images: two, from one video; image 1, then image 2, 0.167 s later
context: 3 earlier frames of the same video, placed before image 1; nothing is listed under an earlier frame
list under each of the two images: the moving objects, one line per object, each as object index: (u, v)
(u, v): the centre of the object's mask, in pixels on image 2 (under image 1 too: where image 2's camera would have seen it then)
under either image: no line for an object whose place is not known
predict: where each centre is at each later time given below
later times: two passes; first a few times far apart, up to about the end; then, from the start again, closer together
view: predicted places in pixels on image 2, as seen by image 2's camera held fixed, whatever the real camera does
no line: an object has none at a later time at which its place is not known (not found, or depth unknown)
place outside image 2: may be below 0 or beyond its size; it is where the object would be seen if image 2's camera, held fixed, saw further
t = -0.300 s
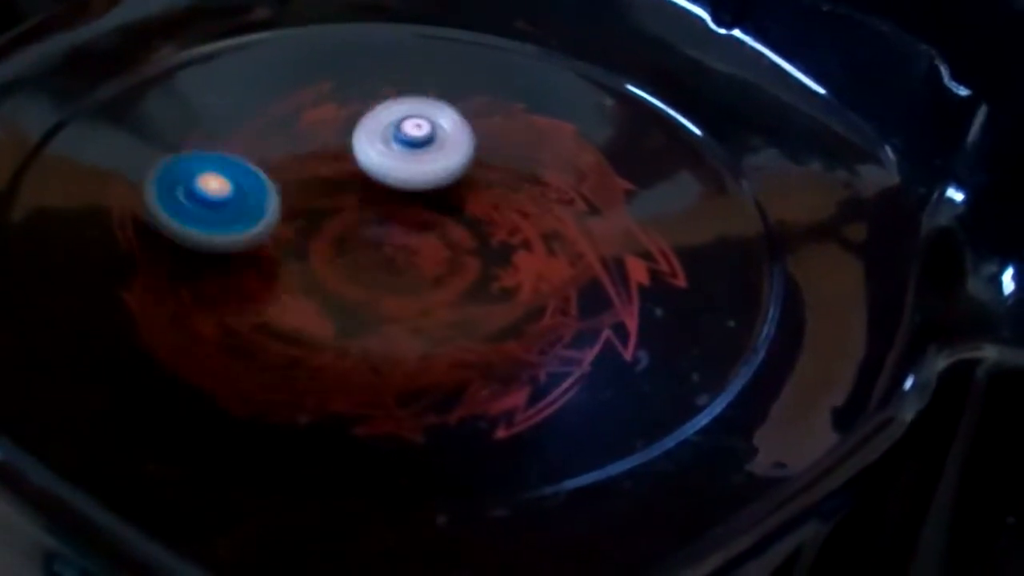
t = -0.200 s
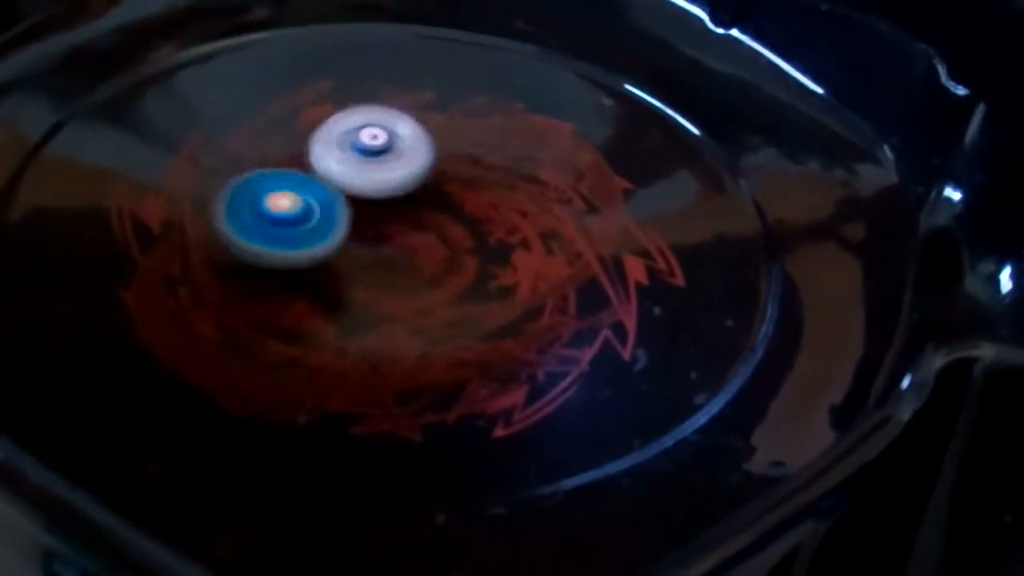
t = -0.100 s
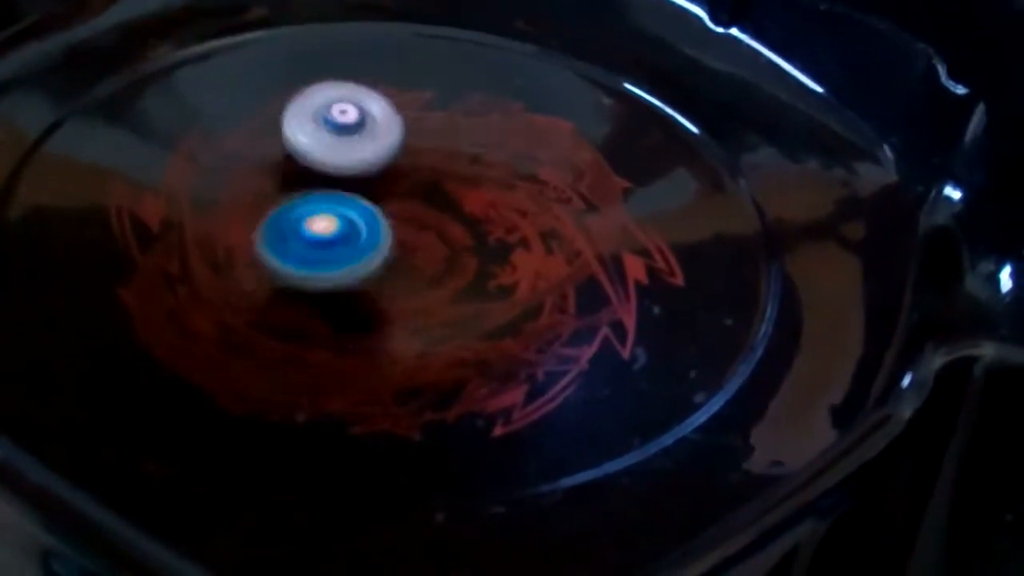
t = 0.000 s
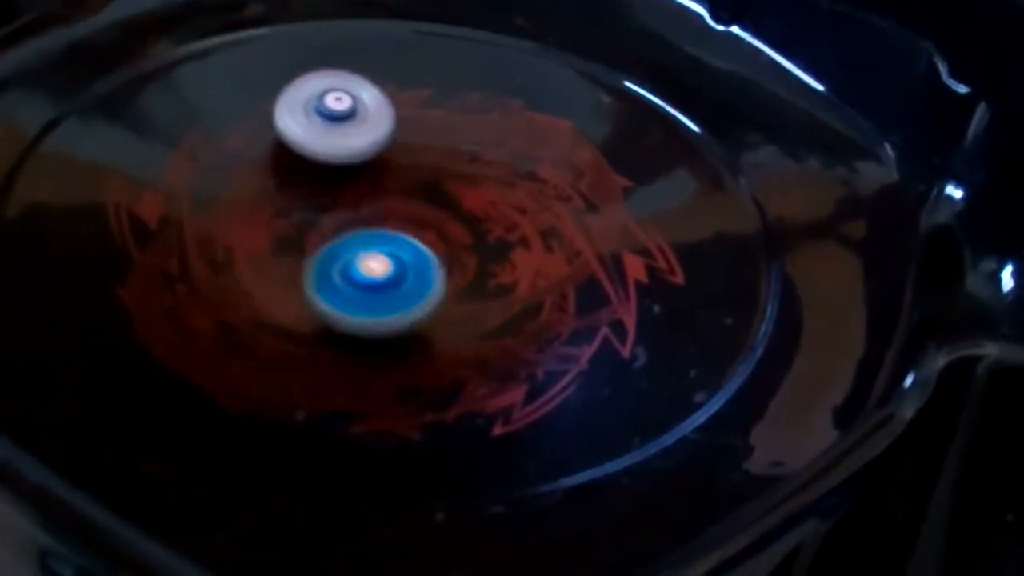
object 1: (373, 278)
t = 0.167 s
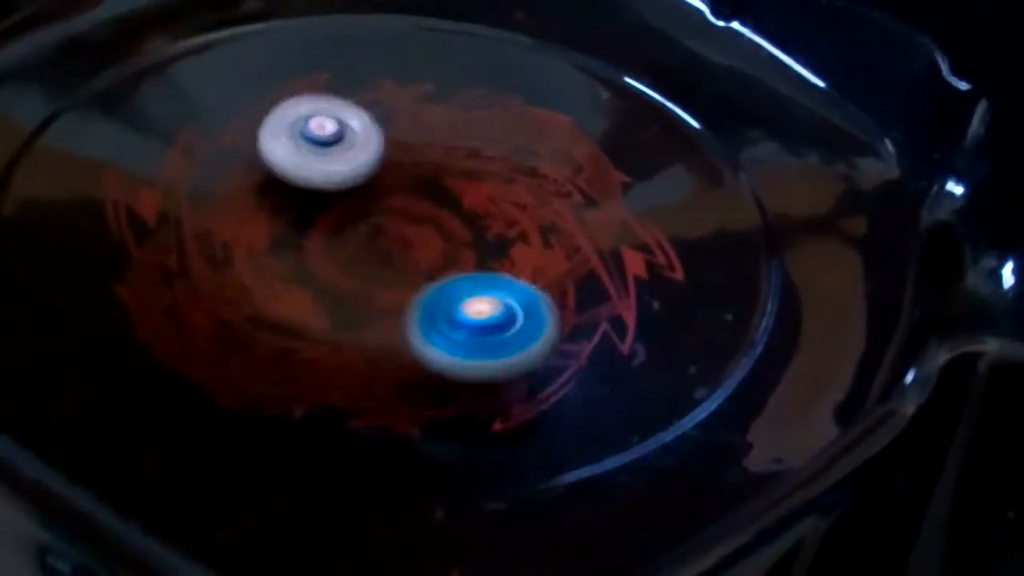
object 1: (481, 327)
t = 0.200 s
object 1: (509, 325)
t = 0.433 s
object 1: (586, 231)
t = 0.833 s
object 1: (442, 199)
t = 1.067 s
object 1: (553, 178)
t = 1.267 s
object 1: (473, 131)
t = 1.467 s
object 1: (416, 179)
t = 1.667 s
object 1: (418, 251)
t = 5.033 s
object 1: (380, 154)
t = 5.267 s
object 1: (397, 116)
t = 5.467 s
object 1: (293, 95)
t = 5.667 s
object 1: (226, 148)
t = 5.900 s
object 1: (215, 184)
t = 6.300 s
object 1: (278, 236)
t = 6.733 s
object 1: (256, 141)
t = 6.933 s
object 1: (254, 181)
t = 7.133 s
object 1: (329, 177)
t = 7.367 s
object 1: (390, 157)
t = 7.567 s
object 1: (402, 131)
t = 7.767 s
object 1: (341, 123)
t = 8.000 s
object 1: (323, 160)
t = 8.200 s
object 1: (250, 177)
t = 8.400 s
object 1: (191, 219)
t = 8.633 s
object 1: (271, 275)
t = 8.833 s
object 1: (319, 252)
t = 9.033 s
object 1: (247, 241)
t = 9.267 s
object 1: (269, 266)
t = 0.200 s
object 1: (509, 325)
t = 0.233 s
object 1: (536, 319)
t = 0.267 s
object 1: (561, 308)
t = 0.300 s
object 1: (579, 295)
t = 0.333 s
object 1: (592, 279)
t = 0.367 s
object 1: (597, 262)
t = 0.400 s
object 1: (594, 246)
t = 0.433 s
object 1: (586, 231)
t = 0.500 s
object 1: (550, 207)
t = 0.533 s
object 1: (529, 199)
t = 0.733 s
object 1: (391, 196)
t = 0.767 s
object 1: (409, 192)
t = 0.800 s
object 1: (430, 196)
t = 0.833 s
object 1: (442, 199)
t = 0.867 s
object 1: (456, 198)
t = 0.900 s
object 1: (473, 197)
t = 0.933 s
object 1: (492, 196)
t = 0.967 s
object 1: (512, 195)
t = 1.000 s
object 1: (531, 192)
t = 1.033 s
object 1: (546, 186)
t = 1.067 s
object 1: (553, 178)
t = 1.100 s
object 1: (553, 166)
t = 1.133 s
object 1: (546, 155)
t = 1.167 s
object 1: (534, 144)
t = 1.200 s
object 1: (516, 136)
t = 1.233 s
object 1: (495, 131)
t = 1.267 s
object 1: (473, 131)
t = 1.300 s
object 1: (454, 134)
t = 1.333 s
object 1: (438, 140)
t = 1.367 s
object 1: (430, 147)
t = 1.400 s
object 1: (424, 158)
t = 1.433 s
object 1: (419, 168)
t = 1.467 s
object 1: (416, 179)
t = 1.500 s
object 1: (413, 190)
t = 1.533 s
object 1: (412, 202)
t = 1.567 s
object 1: (412, 214)
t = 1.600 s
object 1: (414, 227)
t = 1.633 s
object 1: (416, 240)
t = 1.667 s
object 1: (418, 251)
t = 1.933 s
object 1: (271, 193)
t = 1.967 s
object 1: (250, 189)
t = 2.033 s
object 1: (214, 190)
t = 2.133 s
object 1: (191, 222)
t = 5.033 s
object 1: (380, 154)
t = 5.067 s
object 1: (397, 155)
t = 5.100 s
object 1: (413, 157)
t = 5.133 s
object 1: (428, 156)
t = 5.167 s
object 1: (442, 156)
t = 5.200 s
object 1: (436, 145)
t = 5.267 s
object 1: (397, 116)
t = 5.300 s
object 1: (382, 108)
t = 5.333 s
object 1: (365, 101)
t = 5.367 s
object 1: (348, 98)
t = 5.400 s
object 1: (331, 95)
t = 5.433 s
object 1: (312, 94)
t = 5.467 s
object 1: (293, 95)
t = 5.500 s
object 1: (277, 97)
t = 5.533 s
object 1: (261, 103)
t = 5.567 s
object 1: (247, 111)
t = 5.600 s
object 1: (237, 122)
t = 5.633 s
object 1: (229, 134)
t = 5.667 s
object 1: (226, 148)
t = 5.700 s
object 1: (227, 160)
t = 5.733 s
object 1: (231, 173)
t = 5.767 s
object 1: (240, 186)
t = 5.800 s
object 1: (251, 196)
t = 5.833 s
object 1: (264, 204)
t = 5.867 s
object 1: (249, 197)
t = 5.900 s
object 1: (215, 184)
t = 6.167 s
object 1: (204, 227)
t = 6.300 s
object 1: (278, 236)
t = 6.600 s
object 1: (290, 164)
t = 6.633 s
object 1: (285, 155)
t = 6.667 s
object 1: (278, 147)
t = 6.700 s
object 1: (267, 142)
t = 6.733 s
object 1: (256, 141)
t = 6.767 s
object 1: (245, 144)
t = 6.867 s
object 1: (236, 169)
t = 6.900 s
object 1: (243, 176)
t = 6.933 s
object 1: (254, 181)
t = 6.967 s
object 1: (267, 182)
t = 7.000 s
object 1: (280, 182)
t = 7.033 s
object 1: (294, 182)
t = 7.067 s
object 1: (306, 180)
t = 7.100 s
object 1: (317, 180)
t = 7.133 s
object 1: (329, 177)
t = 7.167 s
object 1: (339, 175)
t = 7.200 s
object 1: (350, 173)
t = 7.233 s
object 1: (358, 170)
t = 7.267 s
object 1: (368, 168)
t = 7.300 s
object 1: (376, 164)
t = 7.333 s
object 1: (383, 161)
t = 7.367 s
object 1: (390, 157)
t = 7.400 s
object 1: (396, 153)
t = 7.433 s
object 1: (401, 150)
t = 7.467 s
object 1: (406, 147)
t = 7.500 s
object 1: (408, 142)
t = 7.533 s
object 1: (406, 135)
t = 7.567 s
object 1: (402, 131)
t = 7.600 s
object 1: (397, 126)
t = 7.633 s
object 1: (389, 122)
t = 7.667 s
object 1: (379, 119)
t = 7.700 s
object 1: (365, 118)
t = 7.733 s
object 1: (352, 119)
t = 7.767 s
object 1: (341, 123)
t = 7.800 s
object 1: (332, 128)
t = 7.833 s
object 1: (326, 134)
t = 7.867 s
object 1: (323, 139)
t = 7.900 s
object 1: (322, 143)
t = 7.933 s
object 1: (321, 149)
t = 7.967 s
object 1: (322, 154)
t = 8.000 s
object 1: (323, 160)
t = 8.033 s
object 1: (325, 167)
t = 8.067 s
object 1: (323, 171)
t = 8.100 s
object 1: (299, 172)
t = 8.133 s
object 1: (281, 174)
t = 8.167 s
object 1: (266, 175)
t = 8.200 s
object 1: (250, 177)
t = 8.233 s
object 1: (235, 181)
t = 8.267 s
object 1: (224, 186)
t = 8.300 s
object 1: (210, 192)
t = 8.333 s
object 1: (201, 200)
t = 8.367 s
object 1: (194, 209)
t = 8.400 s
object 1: (191, 219)
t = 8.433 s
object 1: (192, 229)
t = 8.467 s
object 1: (197, 240)
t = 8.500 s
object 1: (208, 251)
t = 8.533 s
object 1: (219, 260)
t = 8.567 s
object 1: (236, 268)
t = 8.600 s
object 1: (254, 273)
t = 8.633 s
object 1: (271, 275)
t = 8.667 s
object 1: (289, 274)
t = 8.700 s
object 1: (304, 270)
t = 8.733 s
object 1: (318, 266)
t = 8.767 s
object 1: (328, 261)
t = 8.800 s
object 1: (331, 256)
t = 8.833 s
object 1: (319, 252)
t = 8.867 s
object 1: (307, 248)
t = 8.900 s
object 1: (295, 246)
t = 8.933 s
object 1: (281, 243)
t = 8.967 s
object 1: (270, 242)
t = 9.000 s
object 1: (257, 240)
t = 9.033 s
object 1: (247, 241)
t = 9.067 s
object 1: (238, 243)
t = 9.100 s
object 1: (234, 248)
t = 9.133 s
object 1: (236, 255)
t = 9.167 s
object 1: (241, 261)
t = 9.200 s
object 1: (250, 265)
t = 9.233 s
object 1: (260, 267)
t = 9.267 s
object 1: (269, 266)
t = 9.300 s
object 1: (276, 263)
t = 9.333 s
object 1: (282, 256)
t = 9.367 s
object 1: (285, 250)
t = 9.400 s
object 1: (287, 243)
